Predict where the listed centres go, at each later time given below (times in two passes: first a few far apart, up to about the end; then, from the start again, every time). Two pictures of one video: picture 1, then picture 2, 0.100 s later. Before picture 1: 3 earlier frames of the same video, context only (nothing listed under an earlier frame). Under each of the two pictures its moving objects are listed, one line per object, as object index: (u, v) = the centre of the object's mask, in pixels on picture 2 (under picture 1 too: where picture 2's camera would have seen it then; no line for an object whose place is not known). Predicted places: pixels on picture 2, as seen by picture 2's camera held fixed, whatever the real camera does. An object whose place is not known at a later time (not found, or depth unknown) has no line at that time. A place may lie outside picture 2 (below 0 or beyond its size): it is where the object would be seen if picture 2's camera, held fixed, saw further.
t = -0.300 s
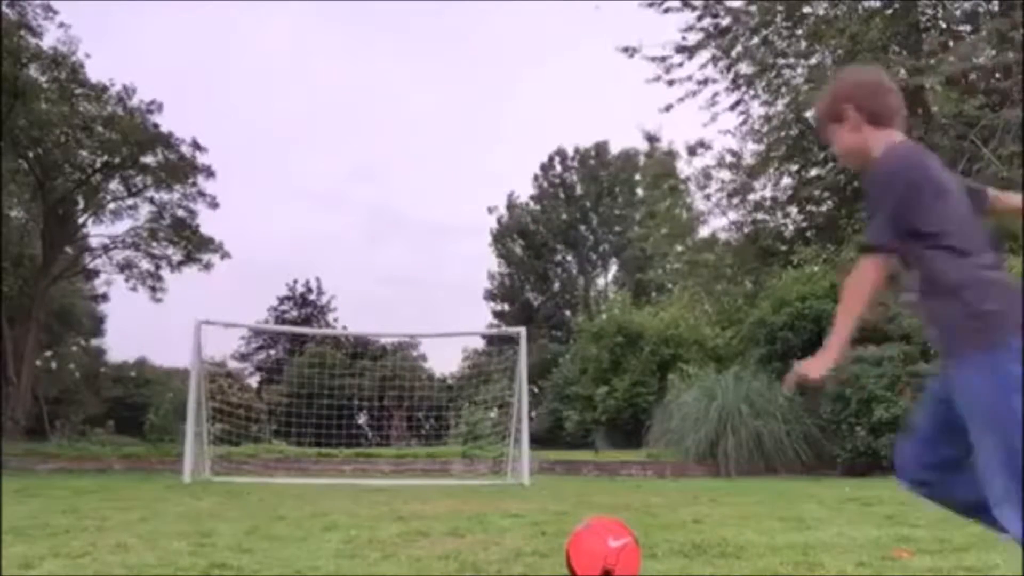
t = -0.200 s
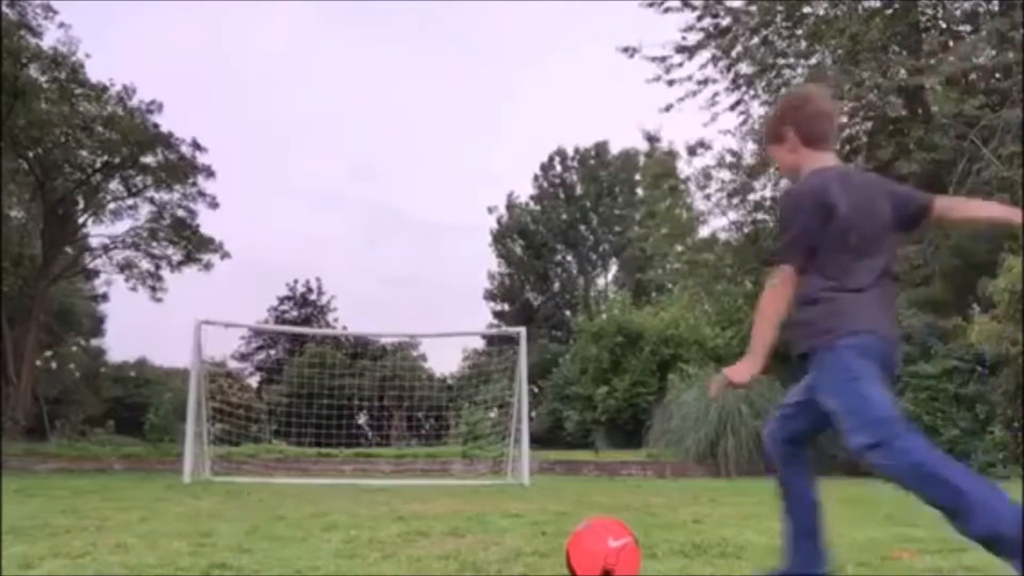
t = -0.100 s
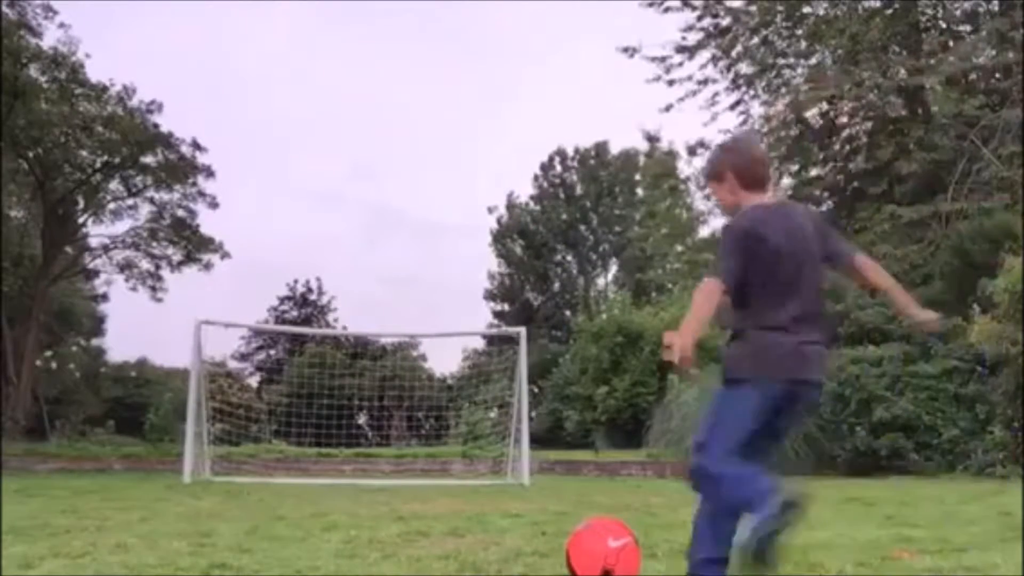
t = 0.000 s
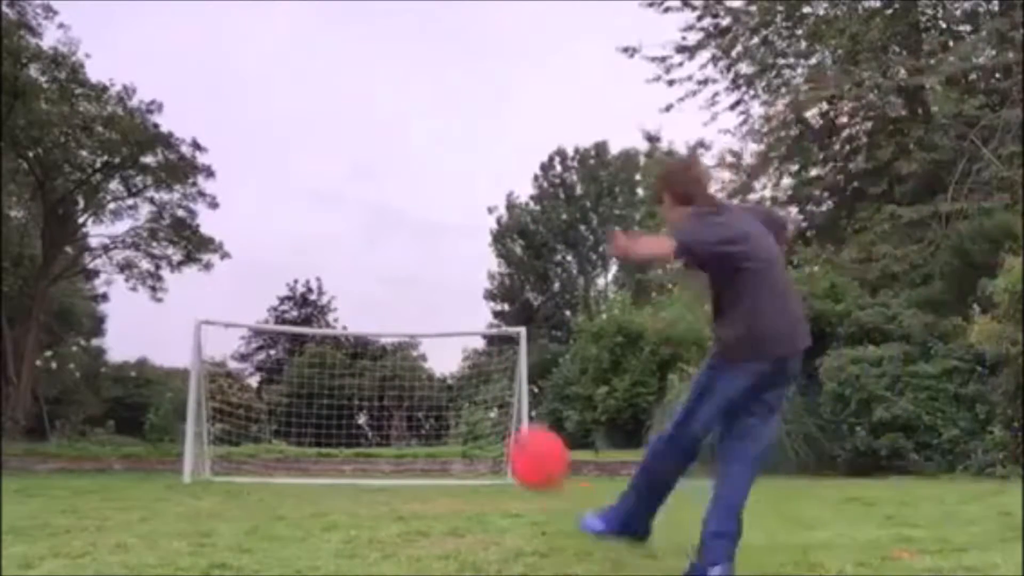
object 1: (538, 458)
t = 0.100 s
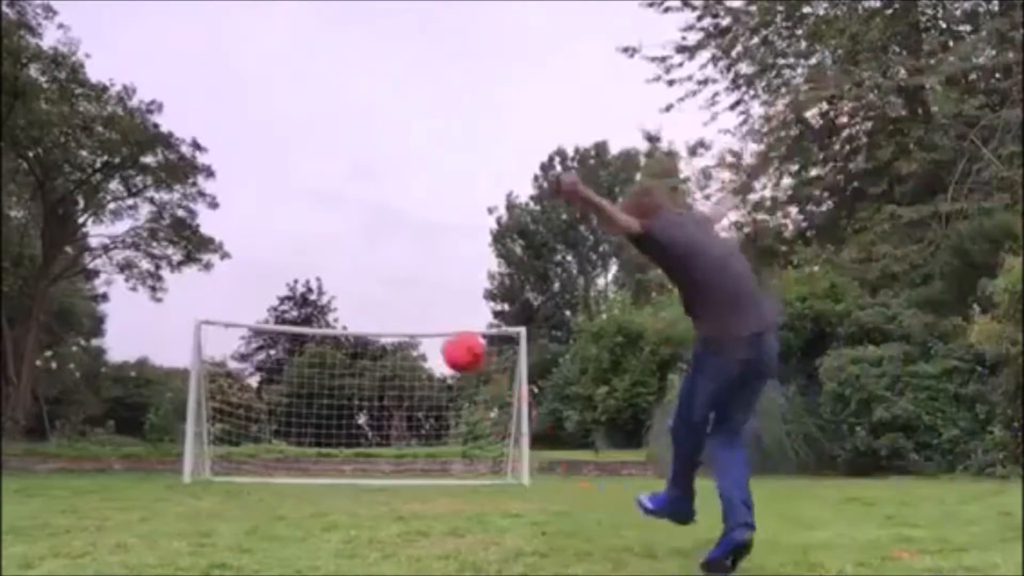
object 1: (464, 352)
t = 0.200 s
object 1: (422, 308)
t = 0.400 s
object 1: (376, 287)
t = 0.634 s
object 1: (344, 307)
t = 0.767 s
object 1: (334, 322)
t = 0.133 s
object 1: (447, 332)
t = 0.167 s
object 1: (434, 318)
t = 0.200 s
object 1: (422, 308)
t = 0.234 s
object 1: (412, 300)
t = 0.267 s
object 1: (403, 295)
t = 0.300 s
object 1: (395, 291)
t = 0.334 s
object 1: (388, 289)
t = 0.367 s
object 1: (381, 287)
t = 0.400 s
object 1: (376, 287)
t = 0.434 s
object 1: (370, 288)
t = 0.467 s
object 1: (365, 290)
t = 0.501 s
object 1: (361, 292)
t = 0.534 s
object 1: (356, 295)
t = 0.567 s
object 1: (352, 298)
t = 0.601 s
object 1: (349, 302)
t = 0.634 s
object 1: (344, 307)
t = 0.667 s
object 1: (341, 312)
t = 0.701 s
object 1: (338, 317)
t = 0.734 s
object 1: (336, 321)
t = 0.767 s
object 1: (334, 322)
